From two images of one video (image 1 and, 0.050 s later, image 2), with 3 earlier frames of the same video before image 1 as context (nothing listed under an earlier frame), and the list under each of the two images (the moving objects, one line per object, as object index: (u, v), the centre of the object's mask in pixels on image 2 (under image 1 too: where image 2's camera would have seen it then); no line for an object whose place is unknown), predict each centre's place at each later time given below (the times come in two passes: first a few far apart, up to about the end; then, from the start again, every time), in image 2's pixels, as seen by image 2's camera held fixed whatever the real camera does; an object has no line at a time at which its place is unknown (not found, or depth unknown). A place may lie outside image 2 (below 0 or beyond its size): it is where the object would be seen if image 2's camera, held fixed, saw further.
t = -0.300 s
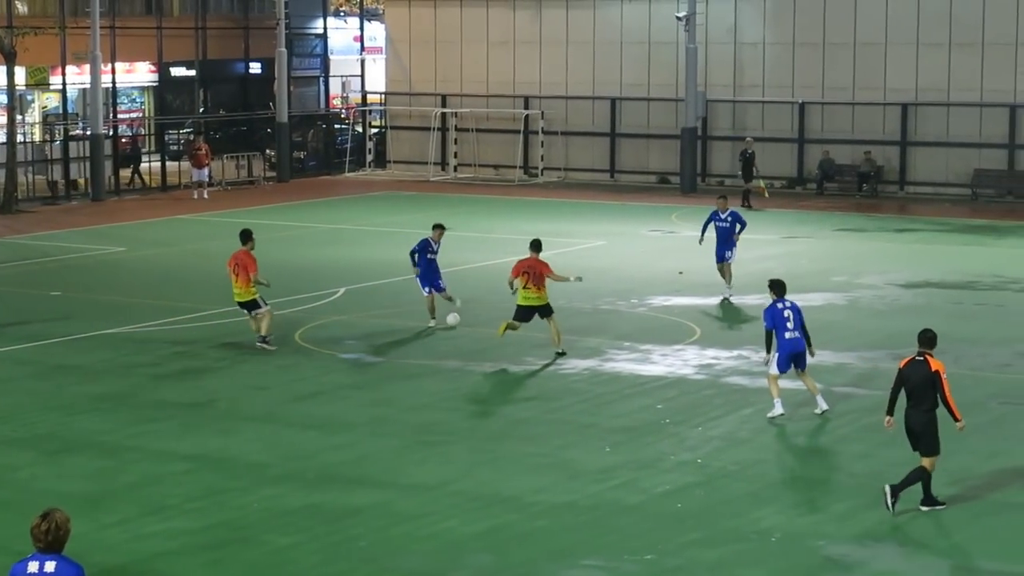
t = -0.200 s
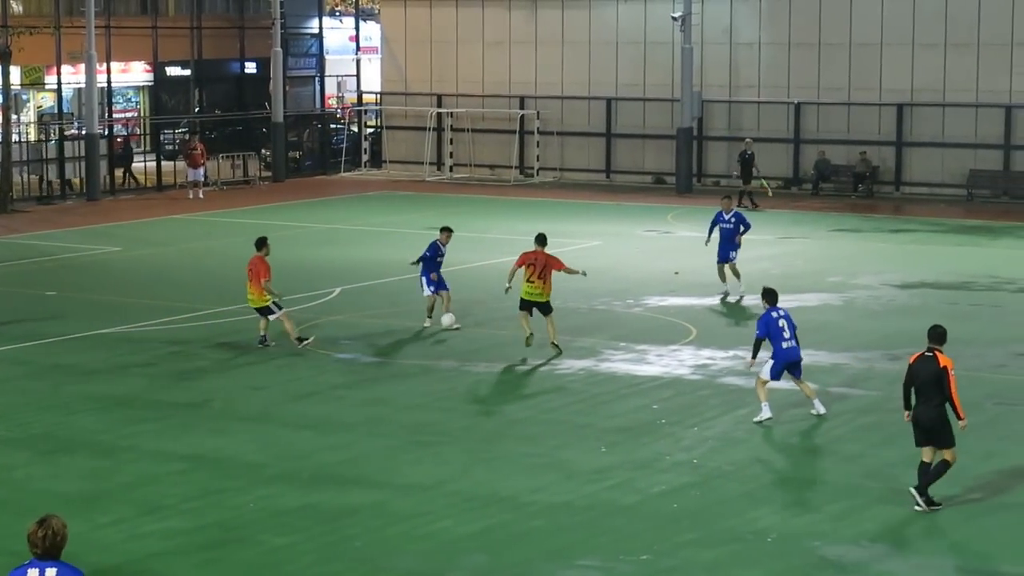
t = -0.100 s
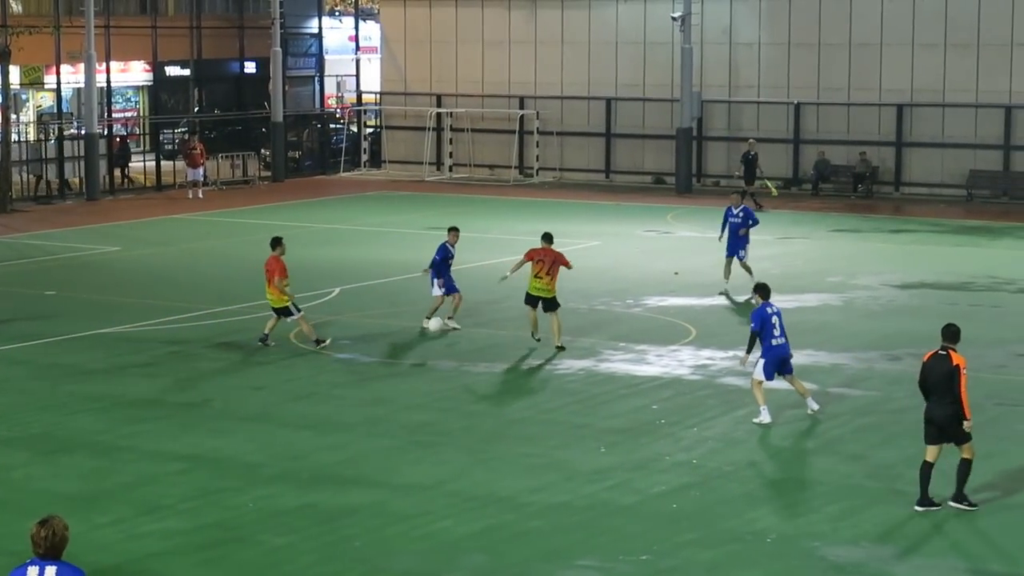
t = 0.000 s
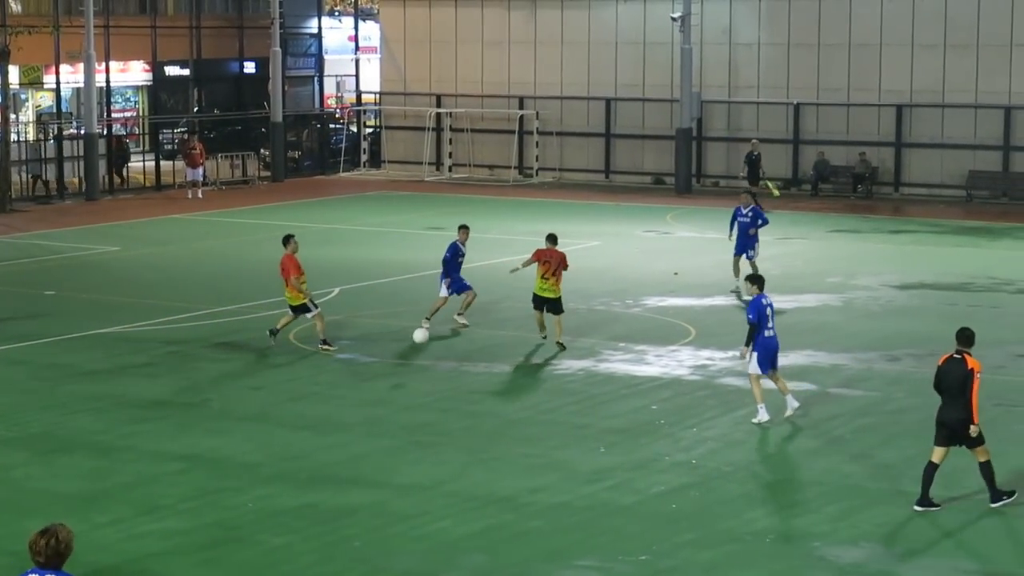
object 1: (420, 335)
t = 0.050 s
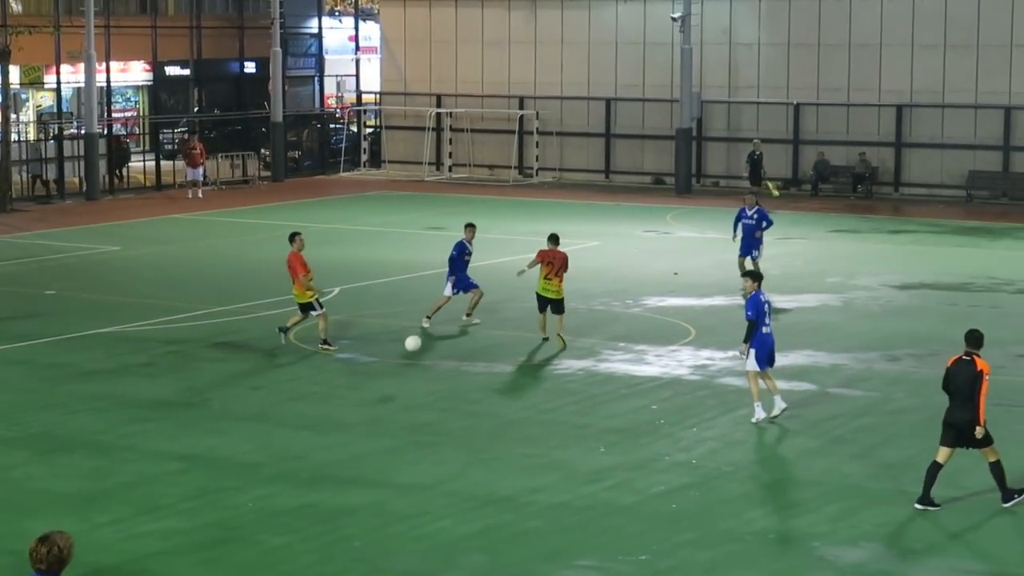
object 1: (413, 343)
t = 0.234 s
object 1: (377, 390)
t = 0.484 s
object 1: (311, 453)
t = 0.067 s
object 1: (410, 346)
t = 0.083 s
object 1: (407, 350)
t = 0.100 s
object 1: (404, 353)
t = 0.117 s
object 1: (400, 357)
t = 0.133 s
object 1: (397, 360)
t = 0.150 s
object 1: (394, 365)
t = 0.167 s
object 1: (391, 369)
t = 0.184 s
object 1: (387, 374)
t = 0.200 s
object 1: (383, 379)
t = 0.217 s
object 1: (380, 385)
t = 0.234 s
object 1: (377, 390)
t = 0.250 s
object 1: (373, 396)
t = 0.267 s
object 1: (369, 403)
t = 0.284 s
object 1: (365, 409)
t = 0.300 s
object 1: (360, 416)
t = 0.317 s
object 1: (356, 424)
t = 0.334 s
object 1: (352, 431)
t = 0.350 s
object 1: (347, 438)
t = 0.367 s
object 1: (343, 440)
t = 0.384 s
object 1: (339, 441)
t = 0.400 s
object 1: (334, 442)
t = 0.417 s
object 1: (329, 444)
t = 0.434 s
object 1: (325, 446)
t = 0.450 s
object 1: (320, 448)
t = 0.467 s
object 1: (316, 451)
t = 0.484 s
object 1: (311, 453)
